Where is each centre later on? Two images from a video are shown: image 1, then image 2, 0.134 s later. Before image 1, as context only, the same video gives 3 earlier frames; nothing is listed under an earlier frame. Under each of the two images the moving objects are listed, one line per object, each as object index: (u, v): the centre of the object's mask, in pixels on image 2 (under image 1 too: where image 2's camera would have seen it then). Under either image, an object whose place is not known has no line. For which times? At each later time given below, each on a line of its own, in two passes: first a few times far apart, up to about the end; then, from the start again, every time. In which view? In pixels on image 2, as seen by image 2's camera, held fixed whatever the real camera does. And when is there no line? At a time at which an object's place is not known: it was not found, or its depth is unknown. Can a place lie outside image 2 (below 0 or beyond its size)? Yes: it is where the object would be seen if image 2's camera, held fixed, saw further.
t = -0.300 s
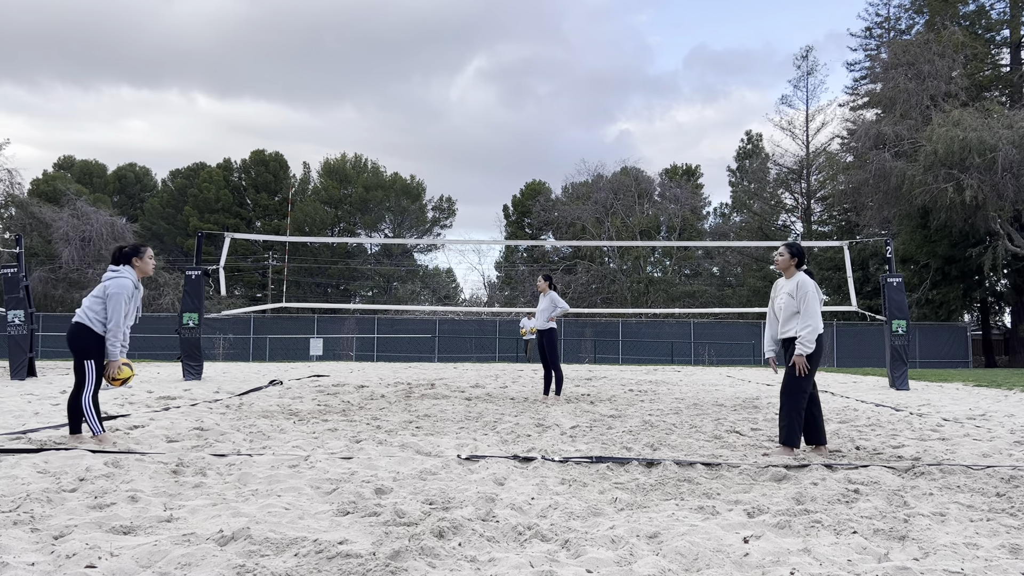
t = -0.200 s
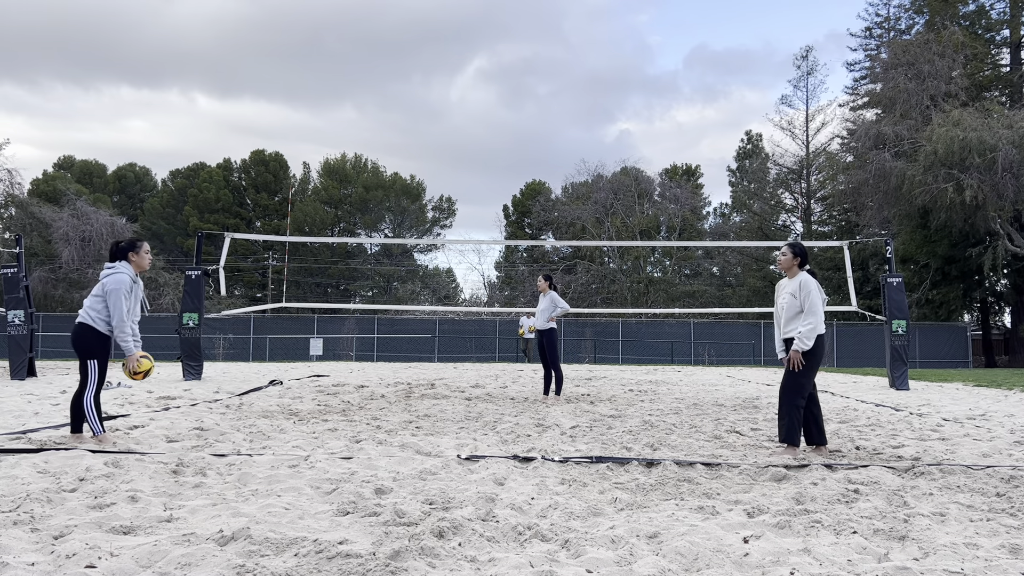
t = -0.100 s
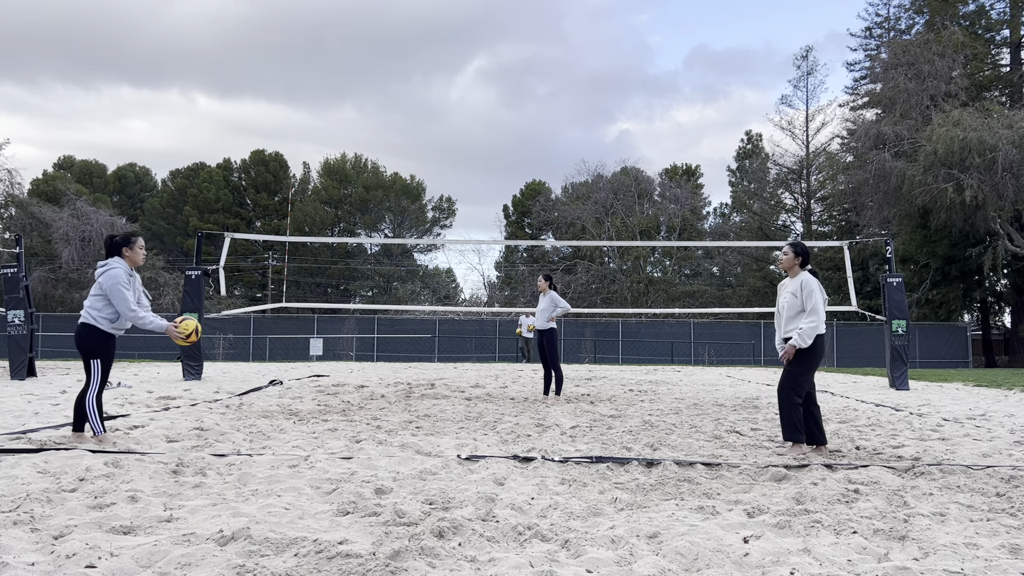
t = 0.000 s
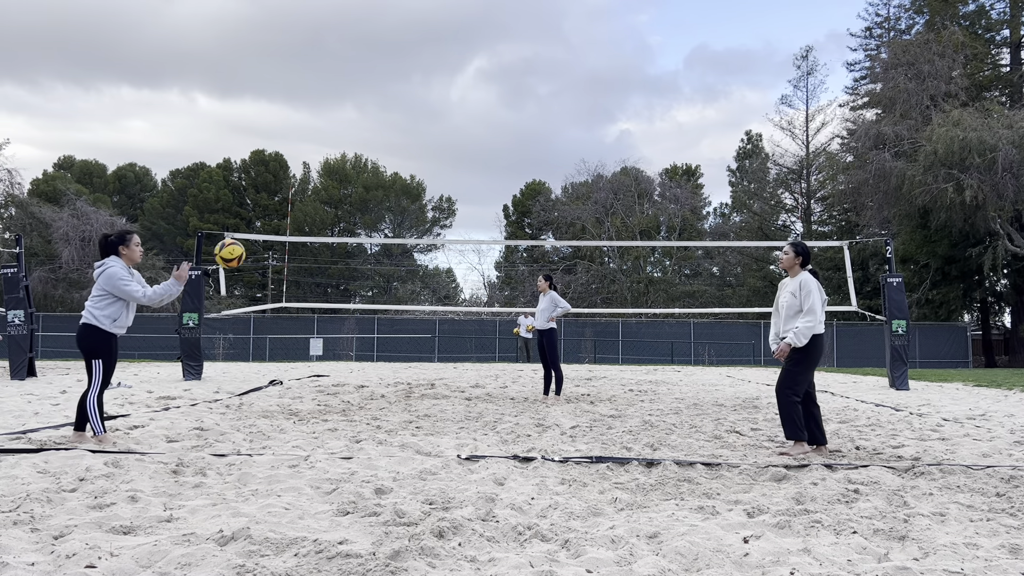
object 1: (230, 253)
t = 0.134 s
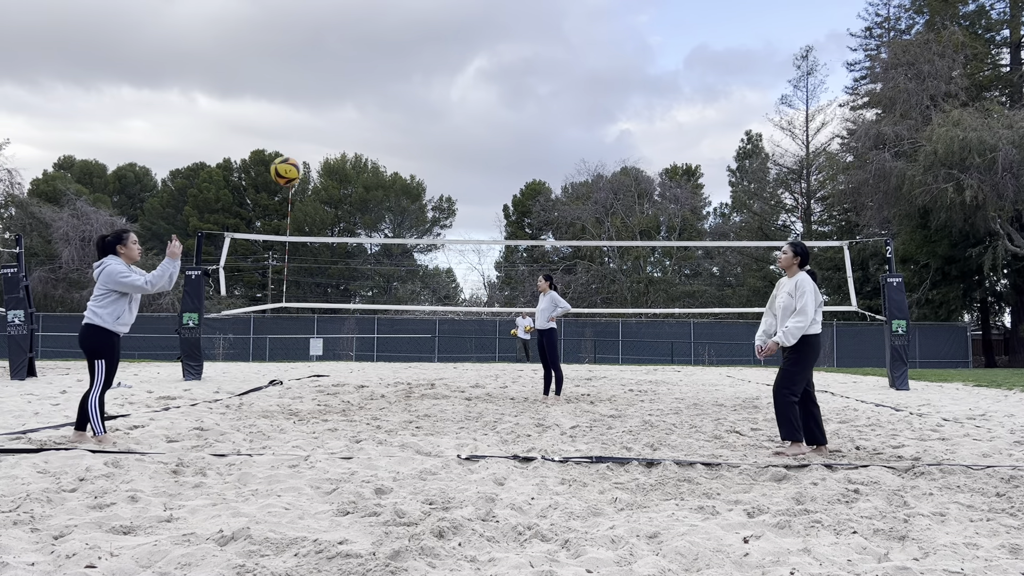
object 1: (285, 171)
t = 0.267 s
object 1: (339, 114)
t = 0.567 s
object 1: (453, 73)
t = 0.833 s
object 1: (551, 135)
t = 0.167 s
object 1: (299, 154)
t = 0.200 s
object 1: (313, 139)
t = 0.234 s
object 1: (326, 126)
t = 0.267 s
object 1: (339, 114)
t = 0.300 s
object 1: (352, 103)
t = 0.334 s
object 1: (365, 95)
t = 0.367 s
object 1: (377, 87)
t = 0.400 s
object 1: (390, 81)
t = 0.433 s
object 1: (403, 77)
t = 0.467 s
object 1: (415, 74)
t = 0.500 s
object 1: (428, 72)
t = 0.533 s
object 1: (441, 72)
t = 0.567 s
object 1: (453, 73)
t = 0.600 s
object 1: (466, 76)
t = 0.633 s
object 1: (478, 80)
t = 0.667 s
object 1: (490, 86)
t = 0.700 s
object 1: (502, 93)
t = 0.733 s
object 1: (515, 101)
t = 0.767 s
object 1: (527, 111)
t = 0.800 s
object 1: (539, 122)
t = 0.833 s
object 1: (551, 135)
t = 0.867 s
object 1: (562, 149)
